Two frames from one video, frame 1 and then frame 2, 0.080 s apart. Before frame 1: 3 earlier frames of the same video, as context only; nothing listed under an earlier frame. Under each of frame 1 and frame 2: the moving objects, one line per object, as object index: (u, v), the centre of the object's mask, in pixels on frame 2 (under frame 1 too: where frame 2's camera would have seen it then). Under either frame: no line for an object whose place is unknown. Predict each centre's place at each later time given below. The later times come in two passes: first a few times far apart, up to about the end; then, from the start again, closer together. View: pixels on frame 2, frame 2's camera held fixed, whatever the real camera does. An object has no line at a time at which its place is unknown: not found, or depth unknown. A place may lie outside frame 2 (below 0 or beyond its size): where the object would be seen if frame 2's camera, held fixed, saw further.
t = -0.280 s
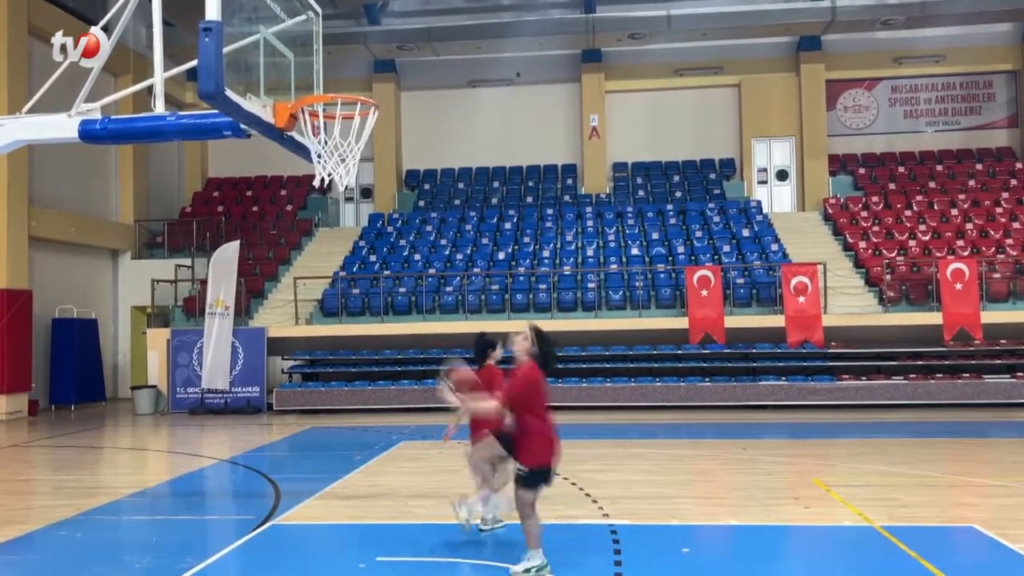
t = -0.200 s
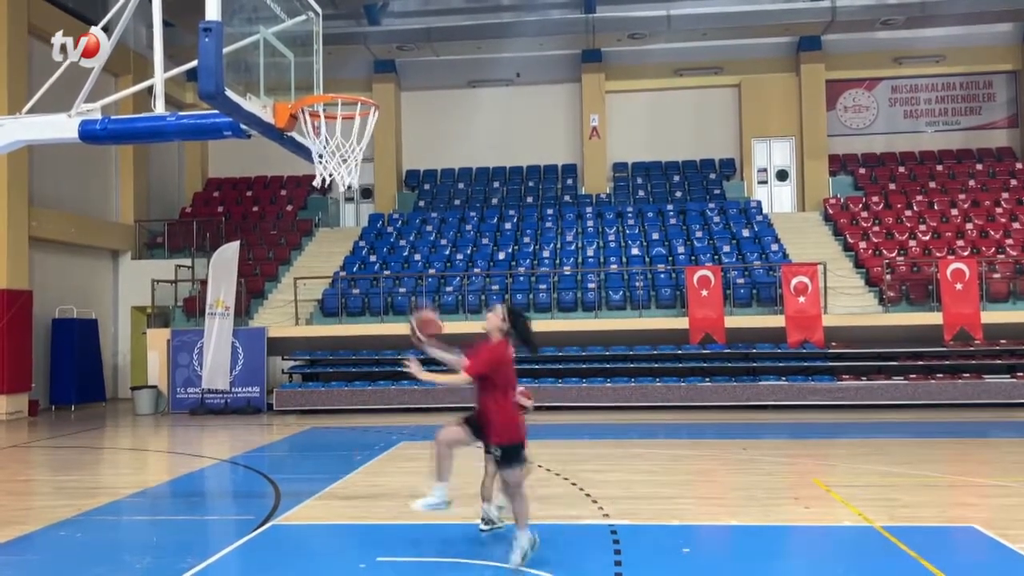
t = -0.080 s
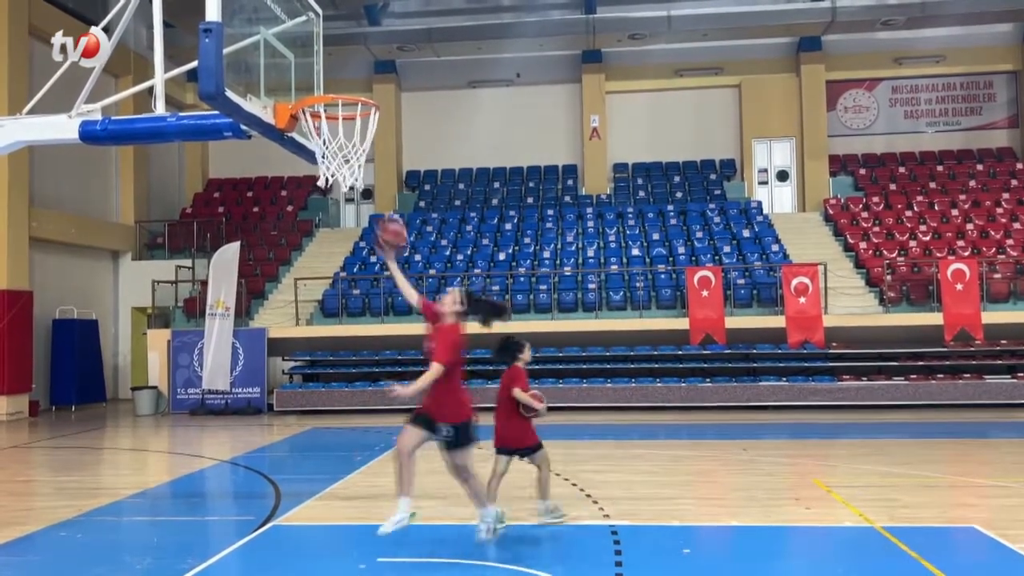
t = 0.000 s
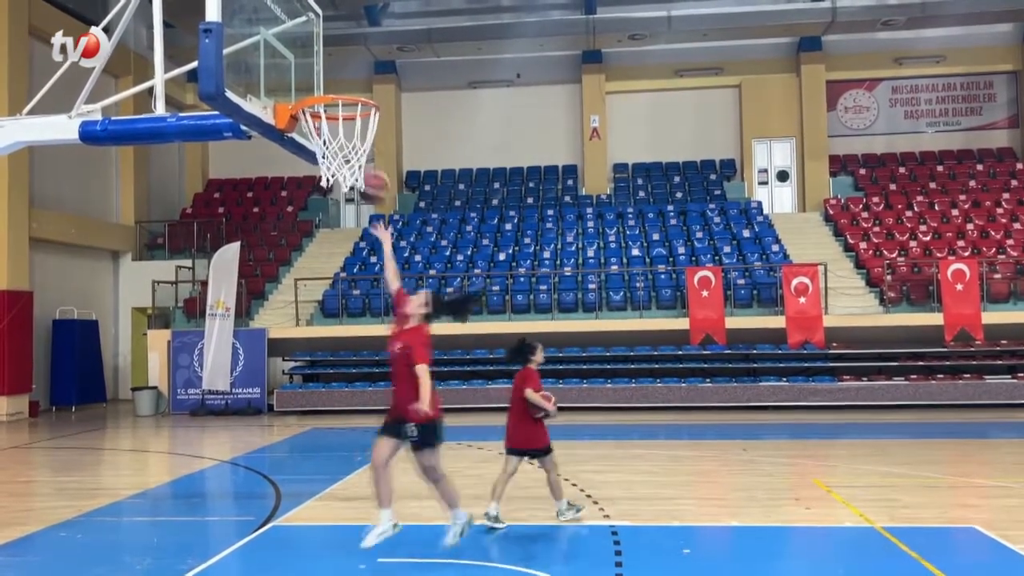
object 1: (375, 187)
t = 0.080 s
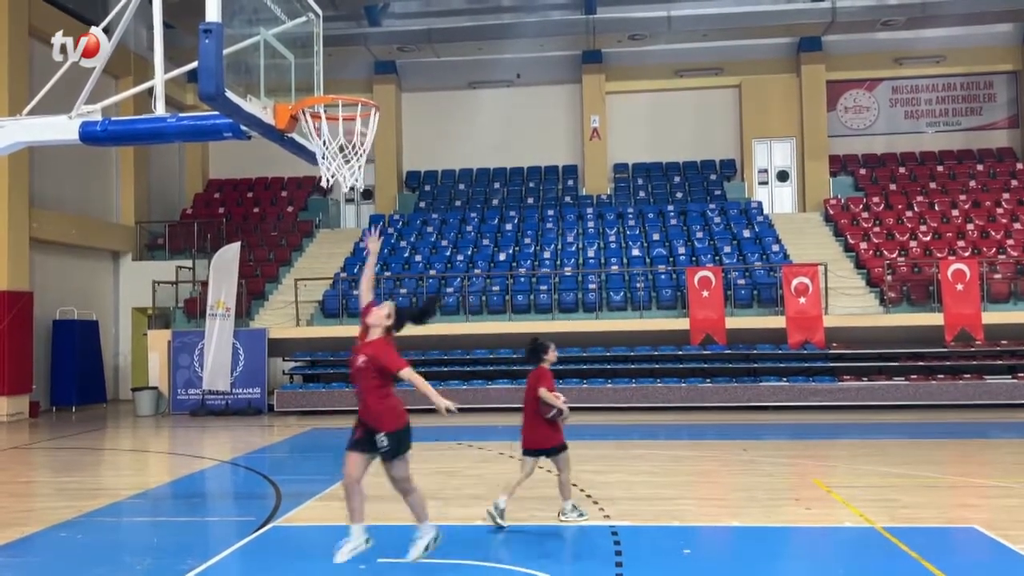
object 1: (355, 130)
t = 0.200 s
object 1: (327, 87)
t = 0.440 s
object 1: (332, 68)
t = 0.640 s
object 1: (356, 120)
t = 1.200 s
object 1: (348, 486)
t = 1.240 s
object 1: (347, 538)
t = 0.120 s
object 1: (344, 129)
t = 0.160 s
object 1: (339, 104)
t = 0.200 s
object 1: (327, 87)
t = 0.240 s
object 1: (316, 80)
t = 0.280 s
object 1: (312, 74)
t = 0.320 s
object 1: (317, 68)
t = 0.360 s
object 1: (323, 66)
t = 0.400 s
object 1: (327, 67)
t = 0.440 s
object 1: (332, 68)
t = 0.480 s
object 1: (337, 74)
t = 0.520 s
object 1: (342, 78)
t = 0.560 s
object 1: (350, 86)
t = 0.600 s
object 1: (354, 101)
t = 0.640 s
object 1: (356, 120)
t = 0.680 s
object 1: (361, 132)
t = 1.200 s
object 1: (348, 486)
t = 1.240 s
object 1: (347, 538)
